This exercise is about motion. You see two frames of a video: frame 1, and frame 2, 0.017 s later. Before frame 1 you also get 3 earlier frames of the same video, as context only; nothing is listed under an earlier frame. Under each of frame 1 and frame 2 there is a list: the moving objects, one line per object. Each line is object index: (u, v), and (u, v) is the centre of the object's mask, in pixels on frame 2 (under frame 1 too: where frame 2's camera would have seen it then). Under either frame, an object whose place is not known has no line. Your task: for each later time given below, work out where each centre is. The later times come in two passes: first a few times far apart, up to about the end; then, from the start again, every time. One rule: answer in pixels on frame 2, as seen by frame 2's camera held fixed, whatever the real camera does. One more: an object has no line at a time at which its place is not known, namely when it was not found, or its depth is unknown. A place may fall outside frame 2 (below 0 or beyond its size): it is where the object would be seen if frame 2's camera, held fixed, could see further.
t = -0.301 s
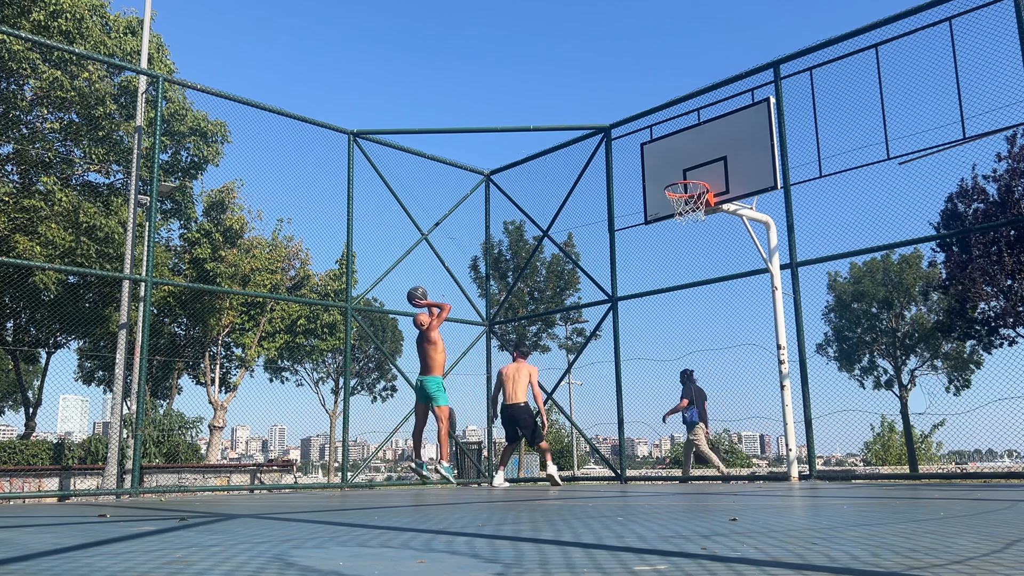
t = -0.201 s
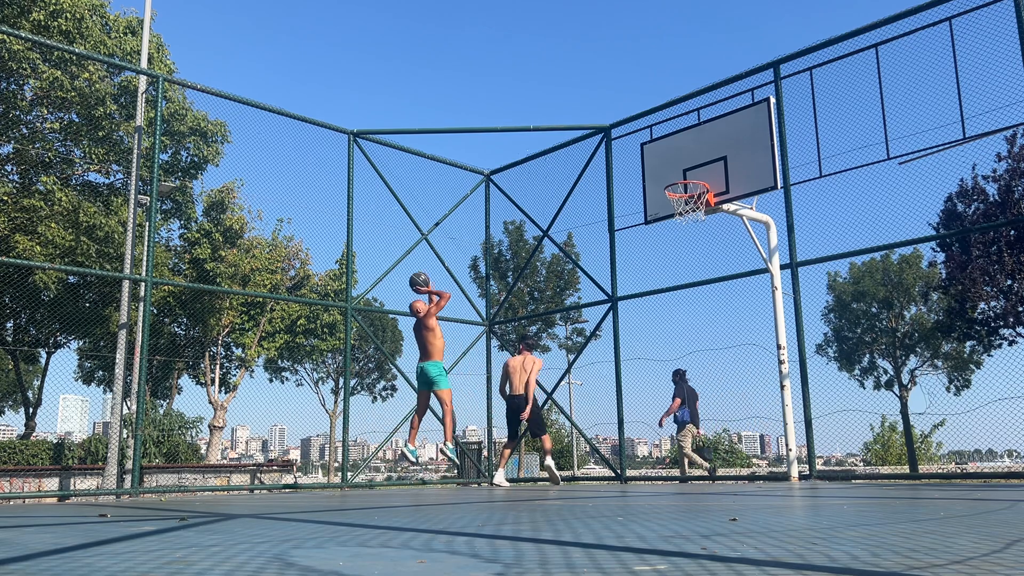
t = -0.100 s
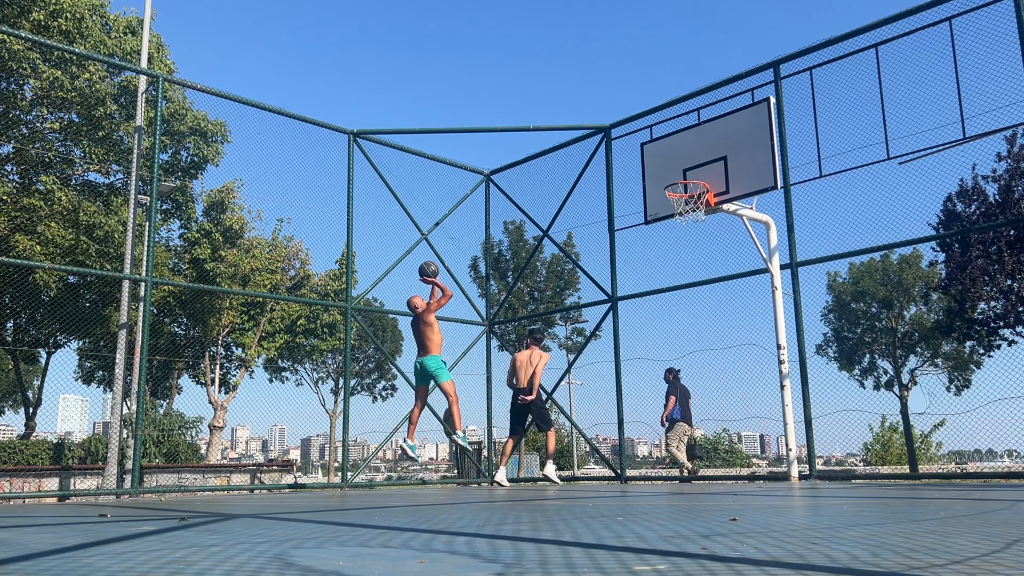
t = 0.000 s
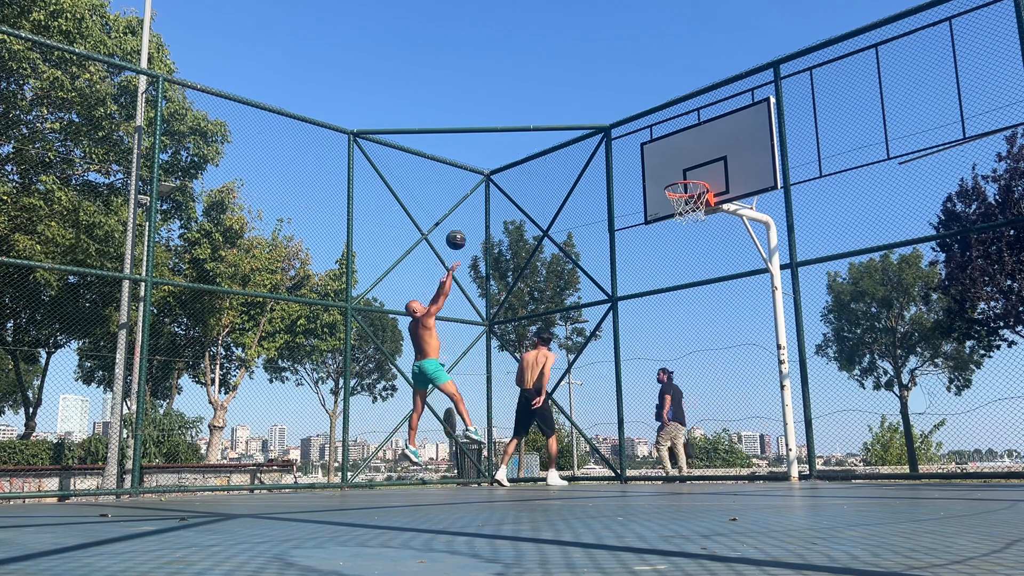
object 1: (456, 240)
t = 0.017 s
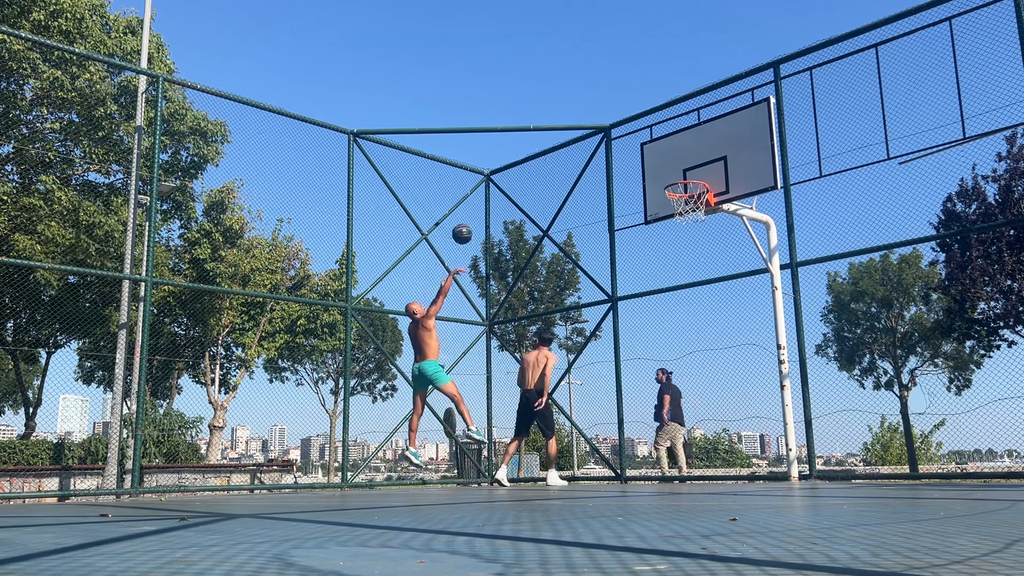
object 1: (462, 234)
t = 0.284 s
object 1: (560, 171)
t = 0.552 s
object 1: (660, 163)
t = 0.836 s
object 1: (683, 205)
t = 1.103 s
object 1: (691, 270)
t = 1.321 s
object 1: (696, 381)
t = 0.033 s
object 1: (468, 228)
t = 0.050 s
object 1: (474, 223)
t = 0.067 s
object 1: (480, 218)
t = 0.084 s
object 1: (487, 213)
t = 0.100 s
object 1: (493, 208)
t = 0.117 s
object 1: (499, 203)
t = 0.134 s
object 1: (505, 199)
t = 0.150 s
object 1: (511, 195)
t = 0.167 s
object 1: (517, 191)
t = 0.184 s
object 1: (523, 188)
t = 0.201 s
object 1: (529, 184)
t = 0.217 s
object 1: (535, 181)
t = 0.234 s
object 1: (542, 178)
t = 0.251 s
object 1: (548, 176)
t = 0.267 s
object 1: (554, 173)
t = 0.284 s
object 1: (560, 171)
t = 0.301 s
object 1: (566, 169)
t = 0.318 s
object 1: (572, 167)
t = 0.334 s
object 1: (579, 165)
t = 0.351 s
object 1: (585, 164)
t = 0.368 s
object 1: (591, 163)
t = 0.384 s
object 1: (597, 162)
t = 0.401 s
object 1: (603, 160)
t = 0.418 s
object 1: (609, 160)
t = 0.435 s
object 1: (616, 160)
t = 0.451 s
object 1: (622, 160)
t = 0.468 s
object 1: (629, 159)
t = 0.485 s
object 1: (635, 160)
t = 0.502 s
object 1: (641, 160)
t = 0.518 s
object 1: (647, 161)
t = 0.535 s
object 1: (654, 162)
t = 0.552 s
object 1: (660, 163)
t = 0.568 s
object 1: (666, 164)
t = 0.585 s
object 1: (672, 166)
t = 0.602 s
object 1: (677, 168)
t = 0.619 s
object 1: (678, 169)
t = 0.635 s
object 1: (679, 170)
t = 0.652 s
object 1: (680, 171)
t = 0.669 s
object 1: (680, 172)
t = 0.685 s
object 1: (681, 174)
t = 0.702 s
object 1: (682, 179)
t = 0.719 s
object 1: (683, 181)
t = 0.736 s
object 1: (683, 184)
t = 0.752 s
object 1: (685, 187)
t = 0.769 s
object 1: (686, 192)
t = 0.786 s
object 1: (687, 193)
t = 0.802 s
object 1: (688, 197)
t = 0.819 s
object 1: (686, 203)
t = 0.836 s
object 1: (683, 205)
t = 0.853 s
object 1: (688, 207)
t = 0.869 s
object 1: (689, 207)
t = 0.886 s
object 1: (689, 210)
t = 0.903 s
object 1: (689, 213)
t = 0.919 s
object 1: (689, 216)
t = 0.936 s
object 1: (688, 220)
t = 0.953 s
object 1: (689, 224)
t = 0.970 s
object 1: (689, 228)
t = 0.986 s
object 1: (689, 232)
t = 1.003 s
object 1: (689, 237)
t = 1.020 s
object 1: (689, 241)
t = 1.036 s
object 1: (690, 247)
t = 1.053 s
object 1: (690, 252)
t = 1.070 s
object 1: (690, 258)
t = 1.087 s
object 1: (690, 264)
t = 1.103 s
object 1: (691, 270)
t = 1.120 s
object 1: (691, 276)
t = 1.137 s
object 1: (691, 284)
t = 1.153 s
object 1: (692, 291)
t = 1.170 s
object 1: (692, 298)
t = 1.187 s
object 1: (692, 306)
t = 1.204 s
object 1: (692, 314)
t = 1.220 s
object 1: (693, 323)
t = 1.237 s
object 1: (693, 331)
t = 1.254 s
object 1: (694, 341)
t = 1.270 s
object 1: (694, 350)
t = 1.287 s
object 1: (695, 360)
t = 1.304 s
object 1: (695, 370)
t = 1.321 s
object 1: (696, 381)
